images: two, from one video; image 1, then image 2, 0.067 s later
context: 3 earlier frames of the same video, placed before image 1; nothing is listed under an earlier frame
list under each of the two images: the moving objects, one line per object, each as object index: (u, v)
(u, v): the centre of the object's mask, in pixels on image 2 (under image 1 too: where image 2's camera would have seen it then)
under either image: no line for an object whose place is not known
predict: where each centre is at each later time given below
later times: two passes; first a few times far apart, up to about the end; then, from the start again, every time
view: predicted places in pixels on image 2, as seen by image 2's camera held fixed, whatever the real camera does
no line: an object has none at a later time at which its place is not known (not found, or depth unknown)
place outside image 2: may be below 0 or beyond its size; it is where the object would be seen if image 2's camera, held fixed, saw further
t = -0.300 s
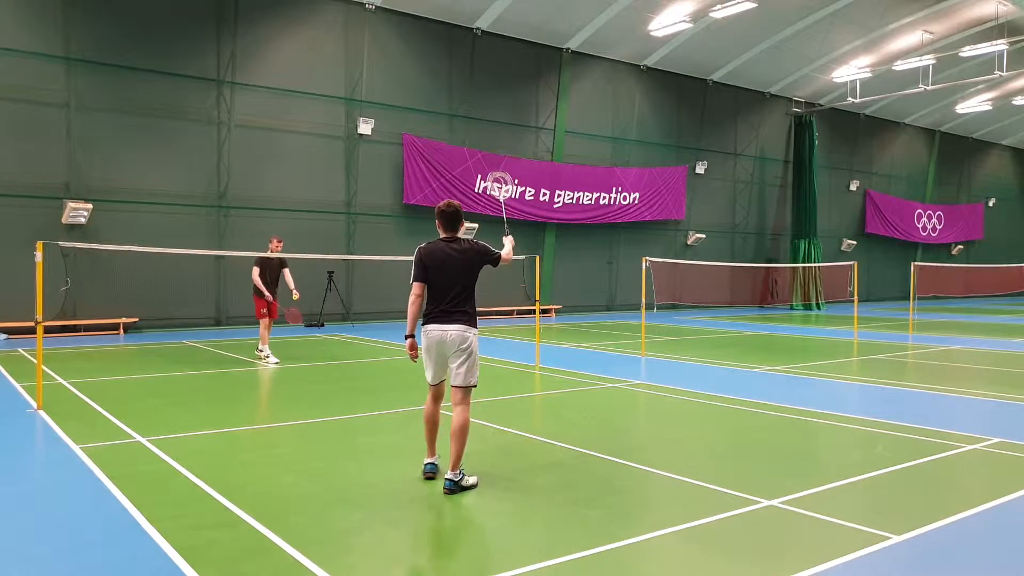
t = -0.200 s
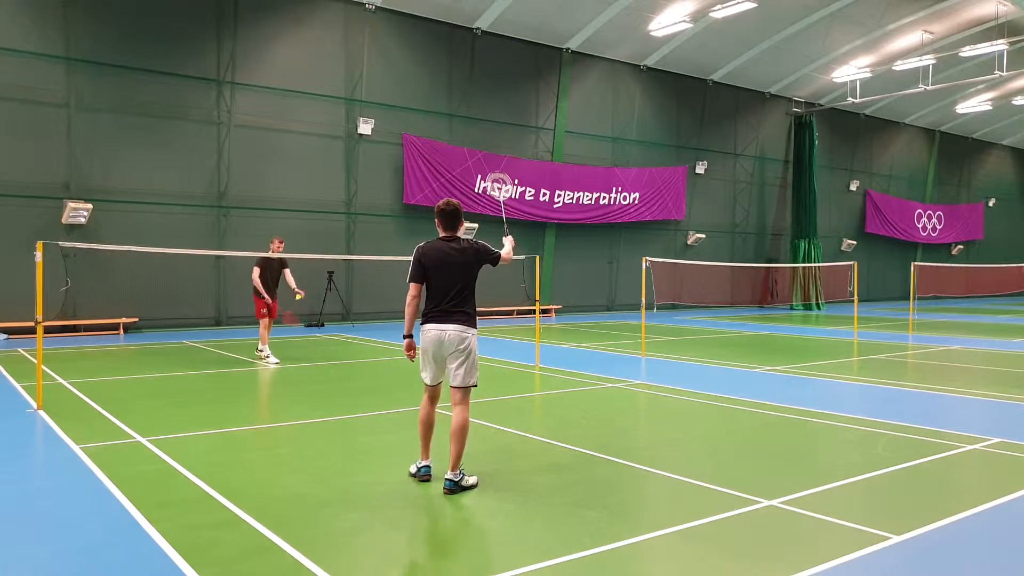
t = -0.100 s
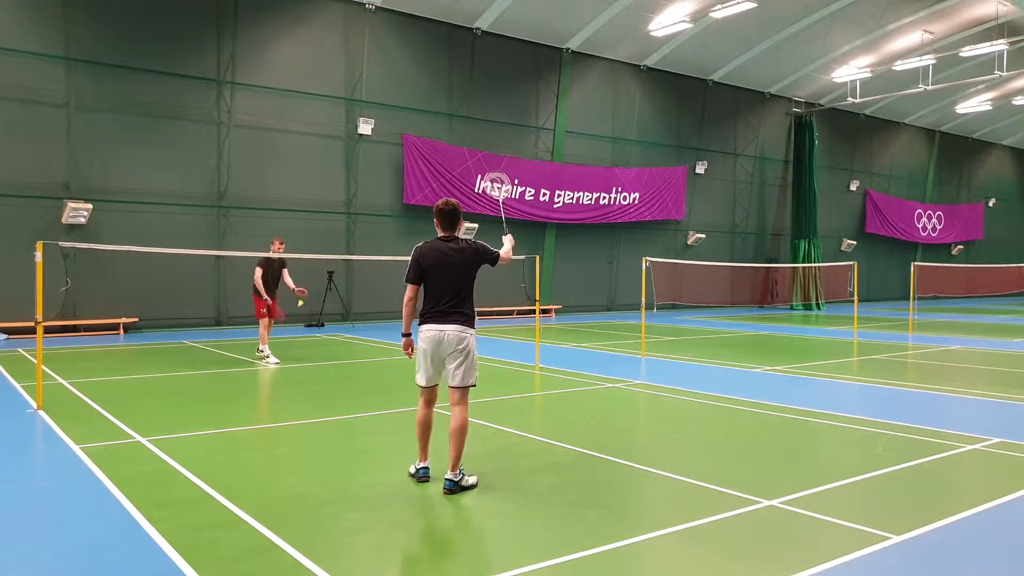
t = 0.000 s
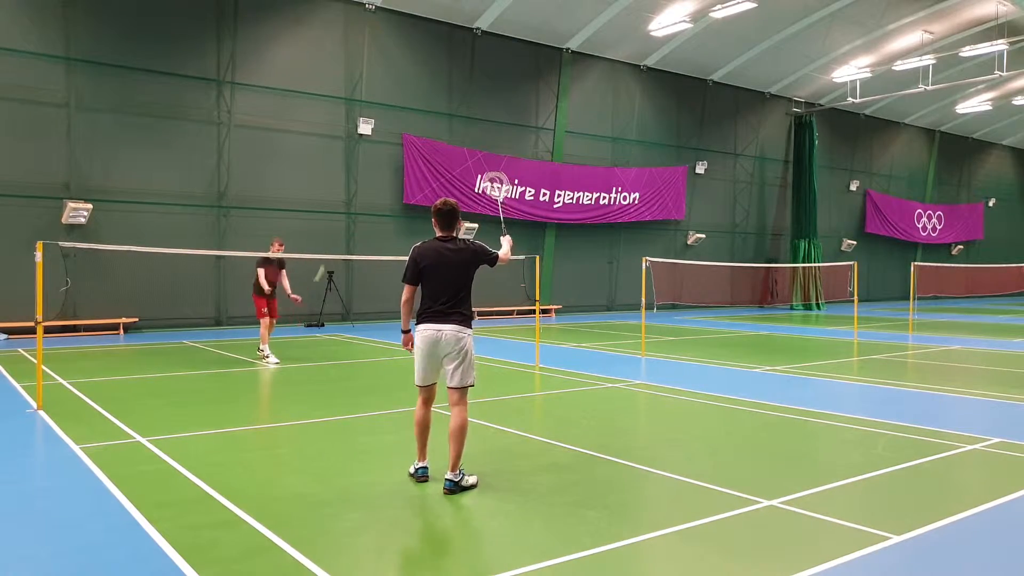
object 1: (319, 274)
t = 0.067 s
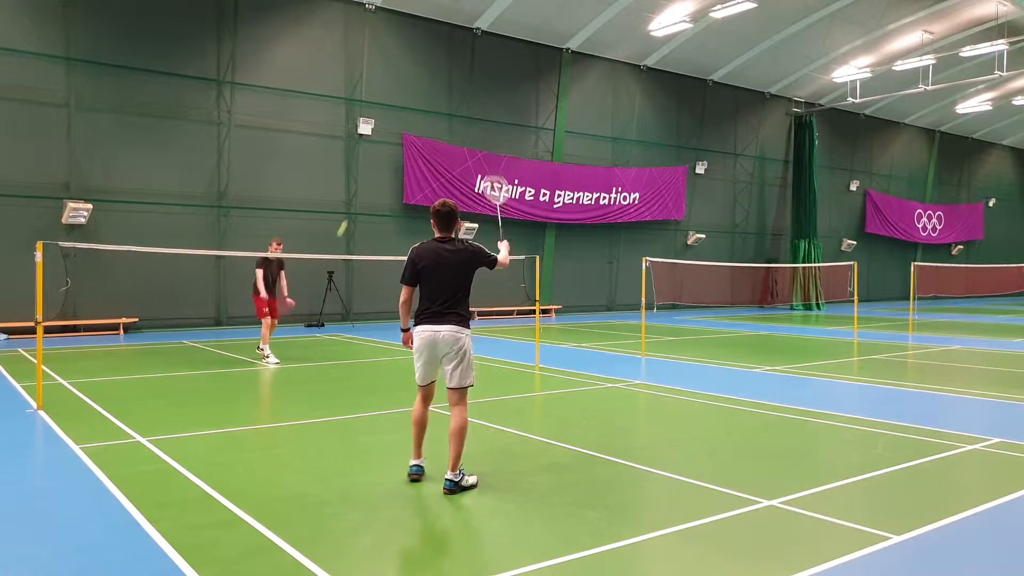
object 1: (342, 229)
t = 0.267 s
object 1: (405, 126)
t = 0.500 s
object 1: (476, 58)
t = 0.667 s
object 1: (529, 50)
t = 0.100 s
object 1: (353, 208)
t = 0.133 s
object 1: (364, 189)
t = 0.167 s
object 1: (374, 172)
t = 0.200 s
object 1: (385, 155)
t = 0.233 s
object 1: (395, 140)
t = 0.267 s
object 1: (405, 126)
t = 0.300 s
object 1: (415, 112)
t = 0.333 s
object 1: (425, 101)
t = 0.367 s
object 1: (435, 90)
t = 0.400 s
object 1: (445, 80)
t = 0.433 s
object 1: (455, 72)
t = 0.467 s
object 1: (466, 64)
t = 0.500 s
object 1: (476, 58)
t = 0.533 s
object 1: (486, 54)
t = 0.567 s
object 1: (497, 51)
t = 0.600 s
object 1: (507, 49)
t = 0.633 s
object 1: (518, 49)
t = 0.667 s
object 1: (529, 50)
